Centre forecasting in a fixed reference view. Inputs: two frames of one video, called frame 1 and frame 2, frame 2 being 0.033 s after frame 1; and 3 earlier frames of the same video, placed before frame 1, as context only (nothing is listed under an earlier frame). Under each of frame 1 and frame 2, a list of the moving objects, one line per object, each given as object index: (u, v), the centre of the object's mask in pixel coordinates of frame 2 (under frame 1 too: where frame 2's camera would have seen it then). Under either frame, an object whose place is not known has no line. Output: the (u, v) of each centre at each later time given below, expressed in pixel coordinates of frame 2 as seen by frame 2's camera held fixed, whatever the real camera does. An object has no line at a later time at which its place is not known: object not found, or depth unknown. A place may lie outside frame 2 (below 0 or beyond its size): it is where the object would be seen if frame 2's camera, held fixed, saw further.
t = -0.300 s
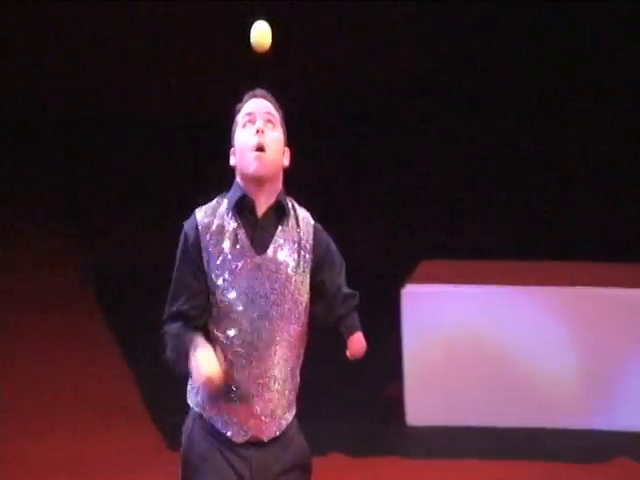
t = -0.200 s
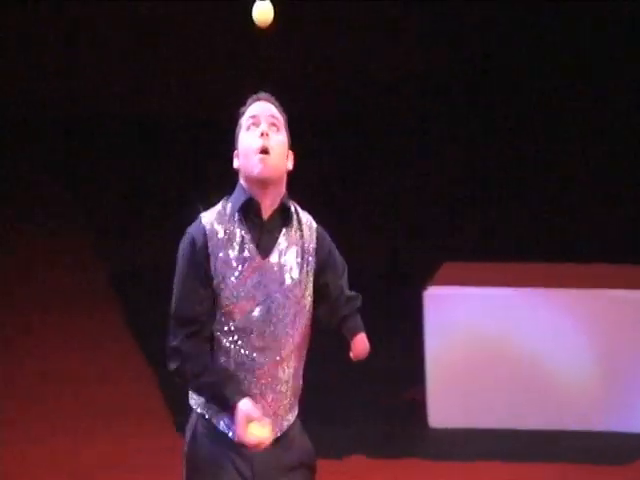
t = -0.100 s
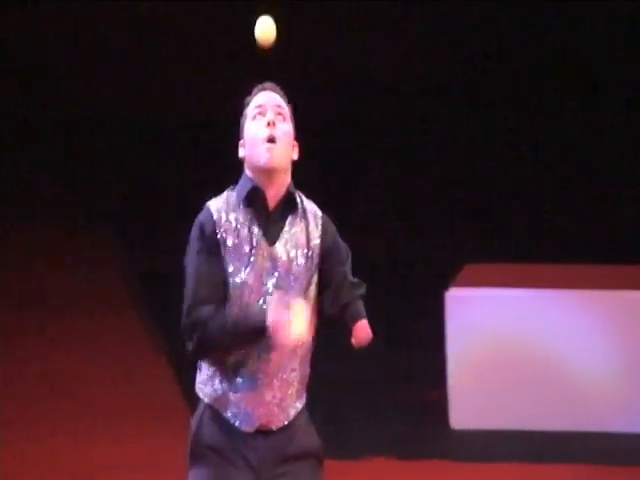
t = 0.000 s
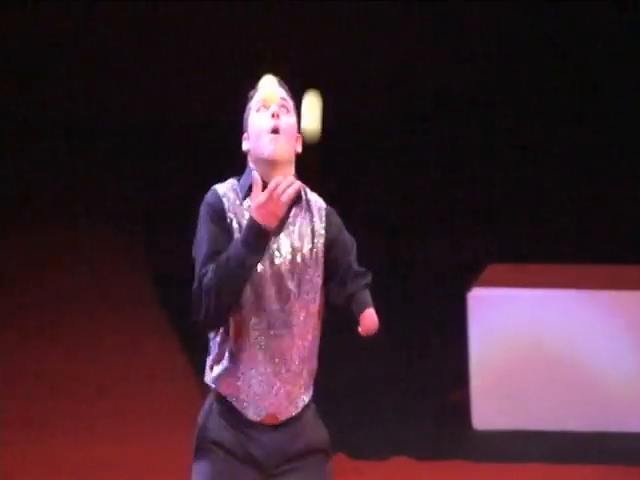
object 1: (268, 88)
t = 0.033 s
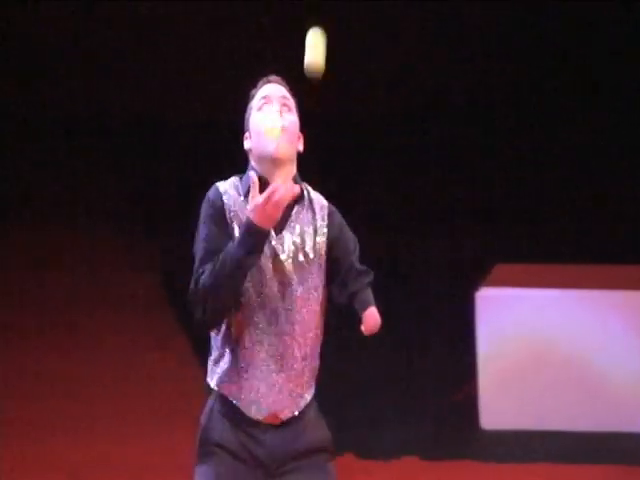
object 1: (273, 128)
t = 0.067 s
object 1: (273, 158)
